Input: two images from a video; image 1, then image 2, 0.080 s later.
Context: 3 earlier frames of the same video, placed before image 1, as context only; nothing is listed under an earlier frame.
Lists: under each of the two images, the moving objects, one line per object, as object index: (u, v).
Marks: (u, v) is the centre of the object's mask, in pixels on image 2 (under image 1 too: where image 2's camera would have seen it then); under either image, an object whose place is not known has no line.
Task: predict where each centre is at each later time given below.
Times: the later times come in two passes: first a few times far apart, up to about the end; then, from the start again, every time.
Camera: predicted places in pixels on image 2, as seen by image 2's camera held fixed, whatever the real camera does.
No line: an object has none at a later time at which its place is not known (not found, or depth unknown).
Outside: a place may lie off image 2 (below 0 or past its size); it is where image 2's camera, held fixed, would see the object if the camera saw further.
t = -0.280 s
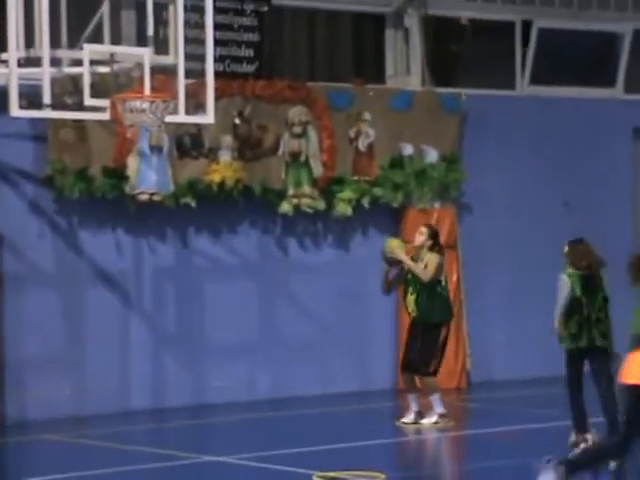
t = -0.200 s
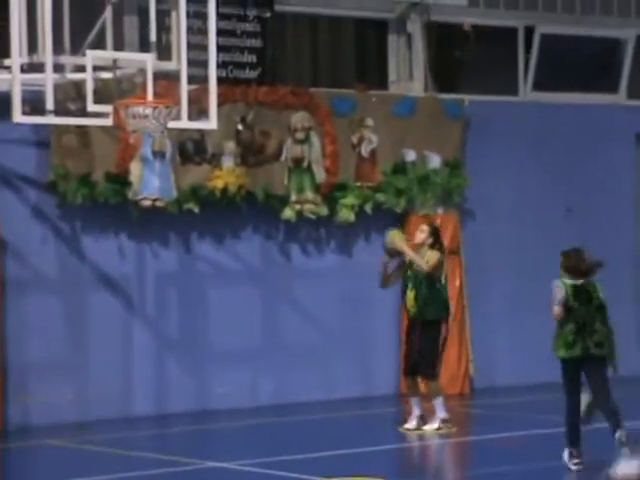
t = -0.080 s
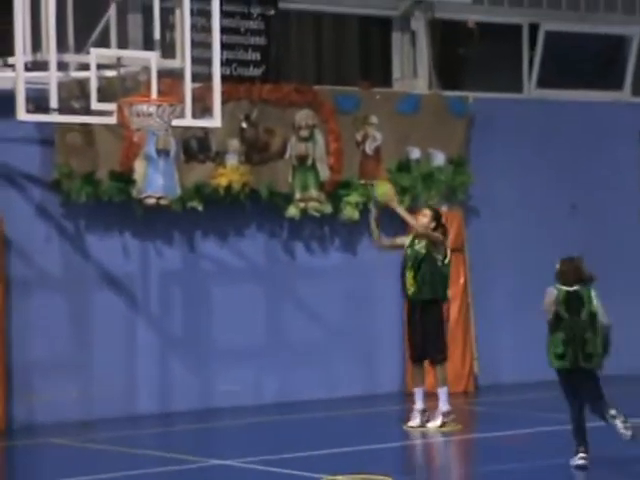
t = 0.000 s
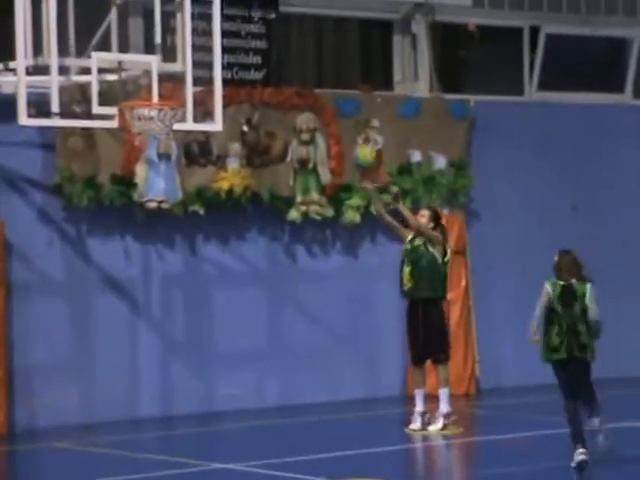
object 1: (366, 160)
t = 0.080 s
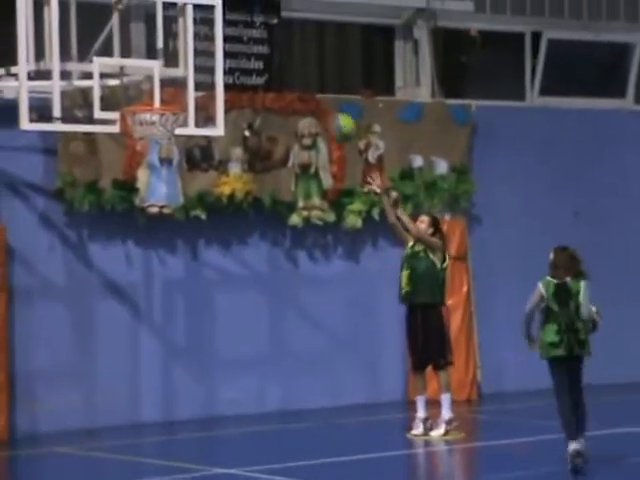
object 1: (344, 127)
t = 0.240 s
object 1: (293, 81)
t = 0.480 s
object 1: (221, 72)
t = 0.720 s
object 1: (170, 73)
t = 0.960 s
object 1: (145, 81)
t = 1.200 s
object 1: (141, 74)
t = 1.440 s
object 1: (152, 99)
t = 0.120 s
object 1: (330, 111)
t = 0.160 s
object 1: (318, 99)
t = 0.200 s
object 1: (306, 89)
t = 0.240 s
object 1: (293, 81)
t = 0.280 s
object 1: (281, 74)
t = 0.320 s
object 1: (269, 69)
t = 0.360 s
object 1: (257, 67)
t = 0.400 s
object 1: (246, 68)
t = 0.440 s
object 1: (234, 68)
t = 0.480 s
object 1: (221, 72)
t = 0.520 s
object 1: (209, 77)
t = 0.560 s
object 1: (199, 85)
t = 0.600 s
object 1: (186, 95)
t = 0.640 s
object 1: (179, 88)
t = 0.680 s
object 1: (176, 80)
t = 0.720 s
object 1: (170, 73)
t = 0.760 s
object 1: (166, 70)
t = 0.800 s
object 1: (161, 68)
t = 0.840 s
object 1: (157, 67)
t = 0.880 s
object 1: (152, 70)
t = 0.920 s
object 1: (148, 75)
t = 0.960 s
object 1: (145, 81)
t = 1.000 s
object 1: (141, 88)
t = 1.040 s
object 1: (137, 89)
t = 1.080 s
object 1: (138, 83)
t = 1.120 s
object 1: (139, 78)
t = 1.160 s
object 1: (140, 75)
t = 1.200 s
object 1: (141, 74)
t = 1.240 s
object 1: (142, 74)
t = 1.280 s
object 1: (144, 75)
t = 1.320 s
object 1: (146, 81)
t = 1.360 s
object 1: (148, 87)
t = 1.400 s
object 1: (150, 94)
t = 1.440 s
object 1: (152, 99)
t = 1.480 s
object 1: (151, 120)
